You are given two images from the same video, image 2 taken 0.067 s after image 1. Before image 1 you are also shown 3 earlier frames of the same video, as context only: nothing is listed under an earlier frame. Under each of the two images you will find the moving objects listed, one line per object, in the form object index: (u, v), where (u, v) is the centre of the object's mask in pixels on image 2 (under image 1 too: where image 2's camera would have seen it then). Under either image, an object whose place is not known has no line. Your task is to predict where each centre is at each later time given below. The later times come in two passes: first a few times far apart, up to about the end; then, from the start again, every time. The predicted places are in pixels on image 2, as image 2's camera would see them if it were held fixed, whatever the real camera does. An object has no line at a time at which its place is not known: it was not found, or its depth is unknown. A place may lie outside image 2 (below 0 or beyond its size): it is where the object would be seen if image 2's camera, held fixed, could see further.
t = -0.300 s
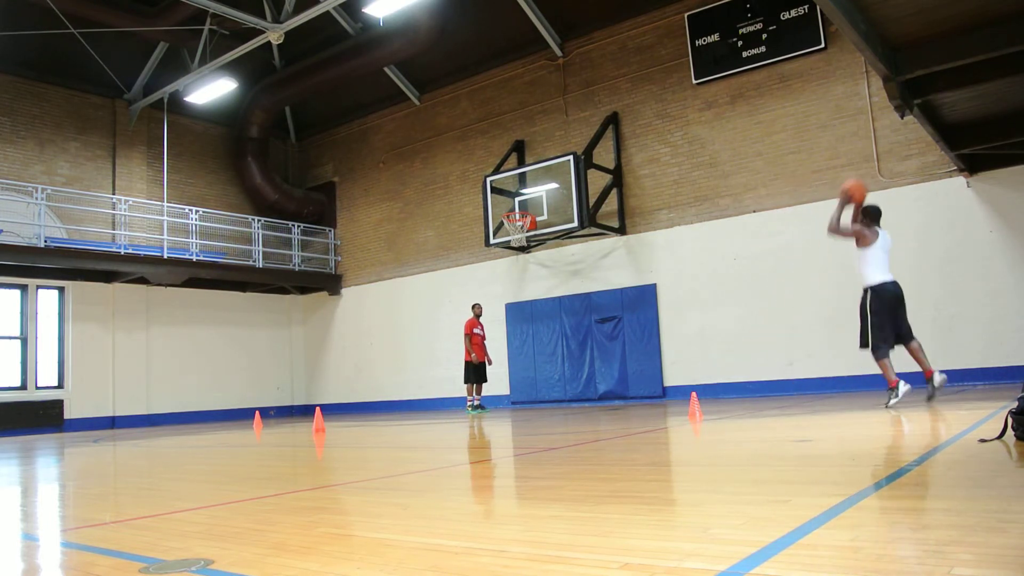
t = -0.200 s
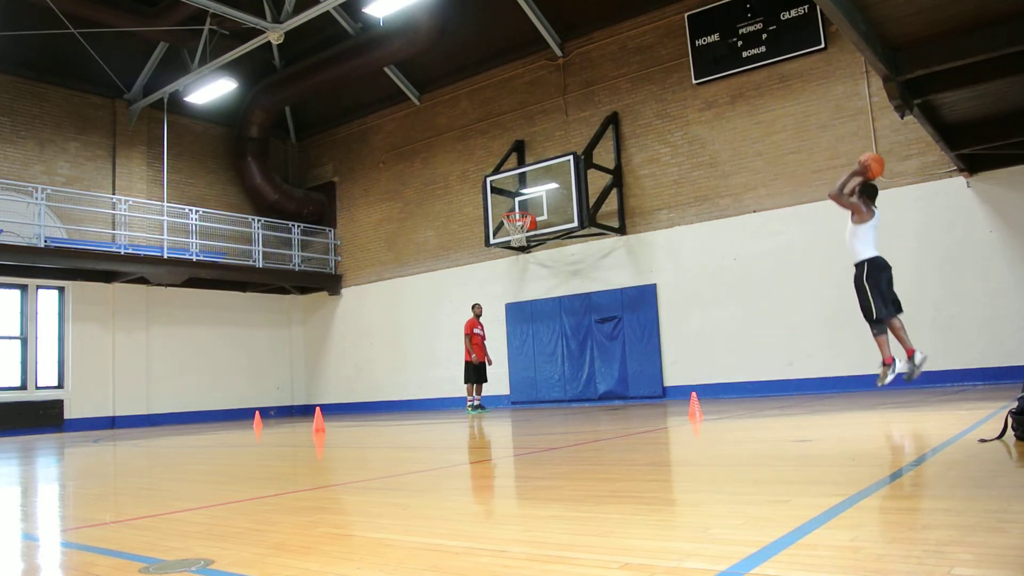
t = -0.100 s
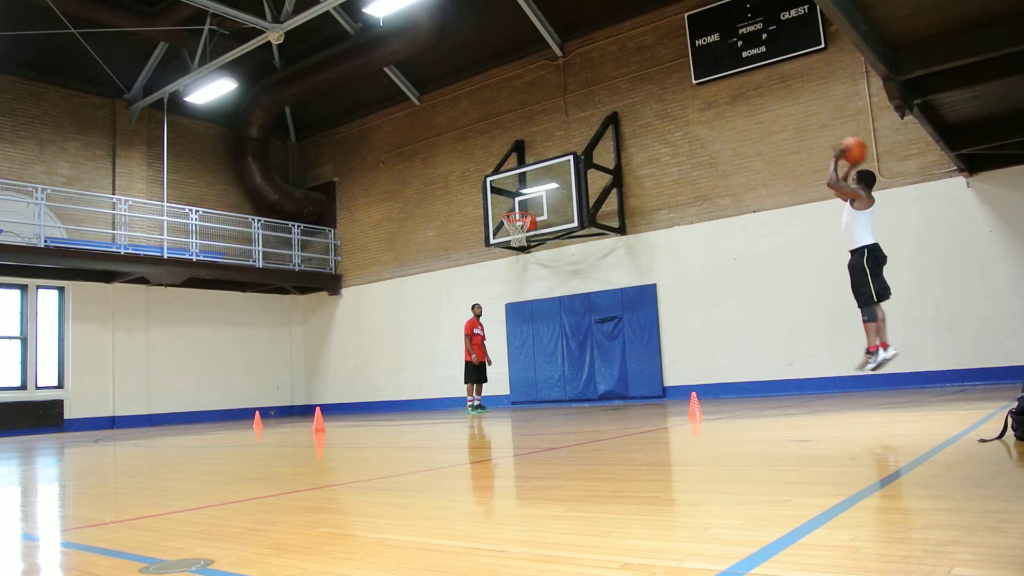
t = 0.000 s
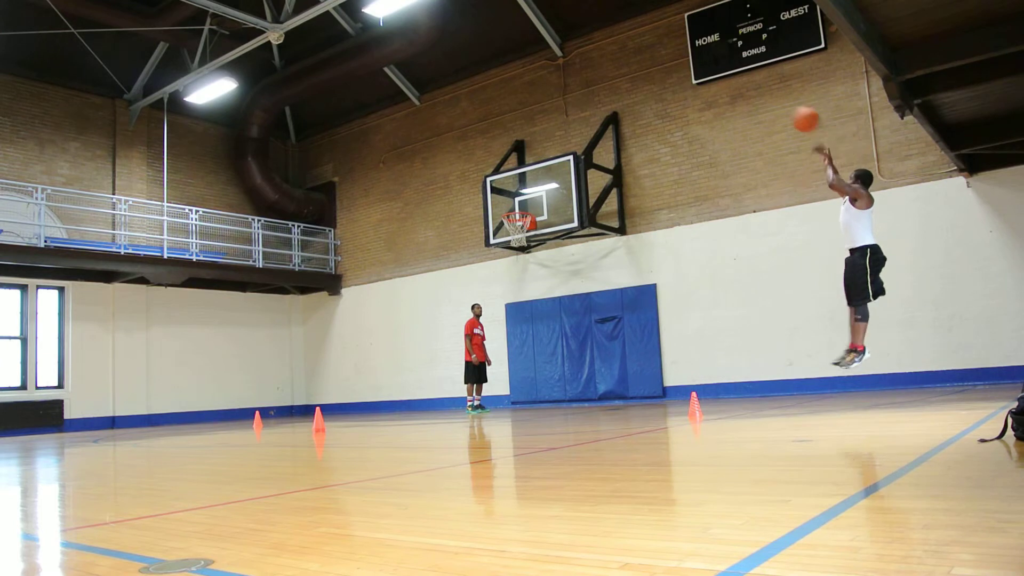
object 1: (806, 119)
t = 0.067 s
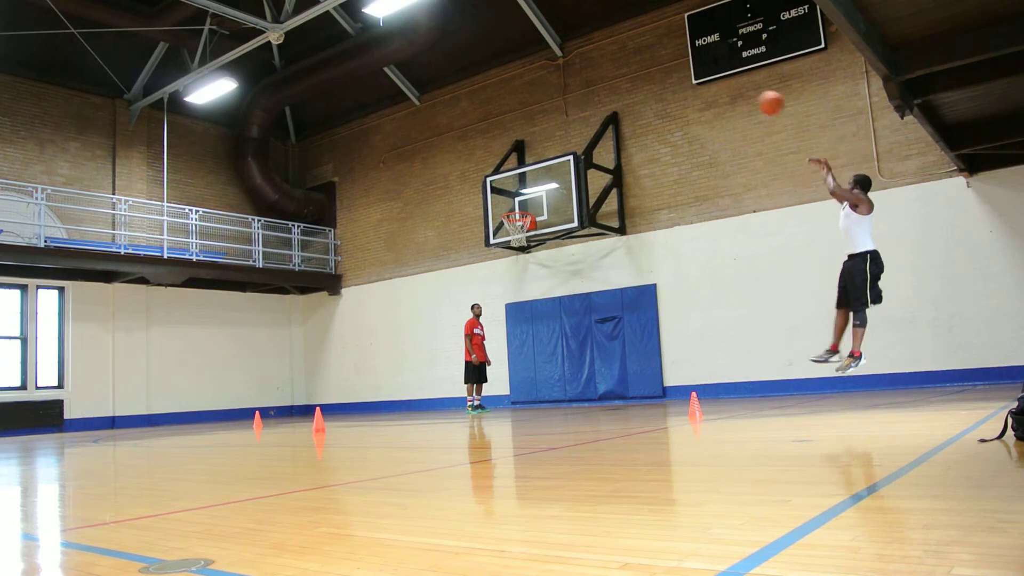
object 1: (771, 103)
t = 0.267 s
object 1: (687, 84)
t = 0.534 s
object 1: (608, 109)
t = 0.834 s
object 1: (546, 180)
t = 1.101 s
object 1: (524, 179)
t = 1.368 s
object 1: (501, 170)
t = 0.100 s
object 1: (755, 97)
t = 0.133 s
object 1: (740, 92)
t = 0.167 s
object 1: (725, 89)
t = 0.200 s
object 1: (712, 86)
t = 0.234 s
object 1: (699, 85)
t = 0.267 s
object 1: (687, 84)
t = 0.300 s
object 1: (676, 84)
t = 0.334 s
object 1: (664, 86)
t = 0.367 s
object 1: (654, 88)
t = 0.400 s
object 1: (644, 91)
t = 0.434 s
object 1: (634, 94)
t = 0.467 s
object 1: (625, 99)
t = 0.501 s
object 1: (616, 103)
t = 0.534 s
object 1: (608, 109)
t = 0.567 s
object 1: (600, 115)
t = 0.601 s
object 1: (592, 121)
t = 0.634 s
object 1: (584, 128)
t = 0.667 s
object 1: (578, 136)
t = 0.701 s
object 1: (571, 145)
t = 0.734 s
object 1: (564, 152)
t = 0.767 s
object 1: (558, 162)
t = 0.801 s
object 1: (552, 171)
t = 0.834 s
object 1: (546, 180)
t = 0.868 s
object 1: (540, 192)
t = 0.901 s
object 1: (535, 203)
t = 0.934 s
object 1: (532, 207)
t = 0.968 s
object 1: (533, 201)
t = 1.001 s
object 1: (533, 195)
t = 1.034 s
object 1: (530, 188)
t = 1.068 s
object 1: (526, 183)
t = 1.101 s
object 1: (524, 179)
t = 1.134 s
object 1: (521, 177)
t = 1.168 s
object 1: (518, 174)
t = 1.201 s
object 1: (515, 171)
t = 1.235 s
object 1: (512, 169)
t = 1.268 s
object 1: (509, 169)
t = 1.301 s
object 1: (506, 168)
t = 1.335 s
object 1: (503, 169)
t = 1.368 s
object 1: (501, 170)
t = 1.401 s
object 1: (498, 171)
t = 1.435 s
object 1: (495, 174)
